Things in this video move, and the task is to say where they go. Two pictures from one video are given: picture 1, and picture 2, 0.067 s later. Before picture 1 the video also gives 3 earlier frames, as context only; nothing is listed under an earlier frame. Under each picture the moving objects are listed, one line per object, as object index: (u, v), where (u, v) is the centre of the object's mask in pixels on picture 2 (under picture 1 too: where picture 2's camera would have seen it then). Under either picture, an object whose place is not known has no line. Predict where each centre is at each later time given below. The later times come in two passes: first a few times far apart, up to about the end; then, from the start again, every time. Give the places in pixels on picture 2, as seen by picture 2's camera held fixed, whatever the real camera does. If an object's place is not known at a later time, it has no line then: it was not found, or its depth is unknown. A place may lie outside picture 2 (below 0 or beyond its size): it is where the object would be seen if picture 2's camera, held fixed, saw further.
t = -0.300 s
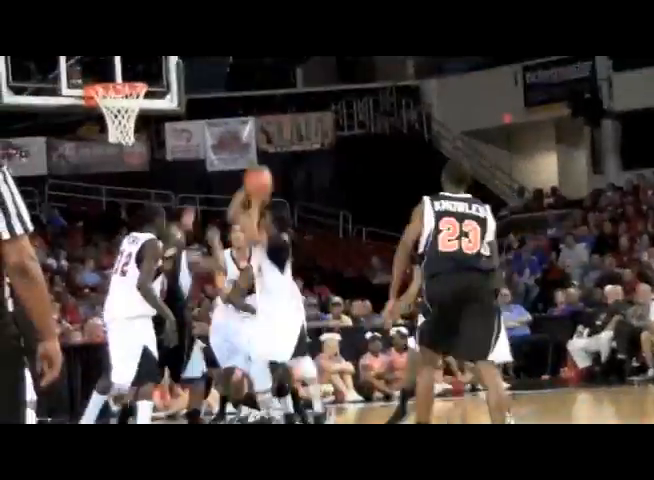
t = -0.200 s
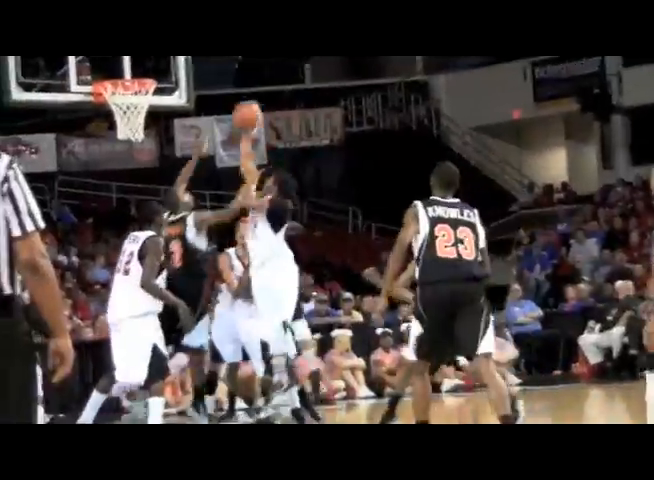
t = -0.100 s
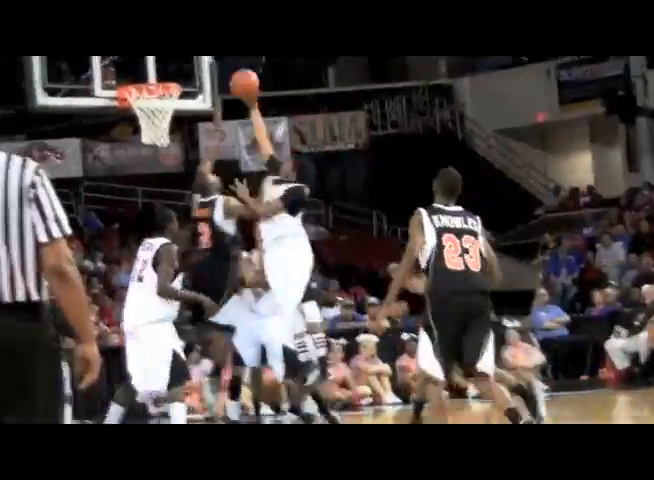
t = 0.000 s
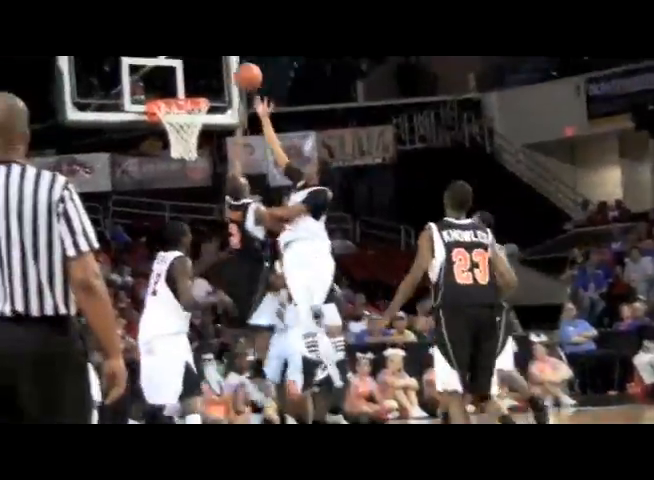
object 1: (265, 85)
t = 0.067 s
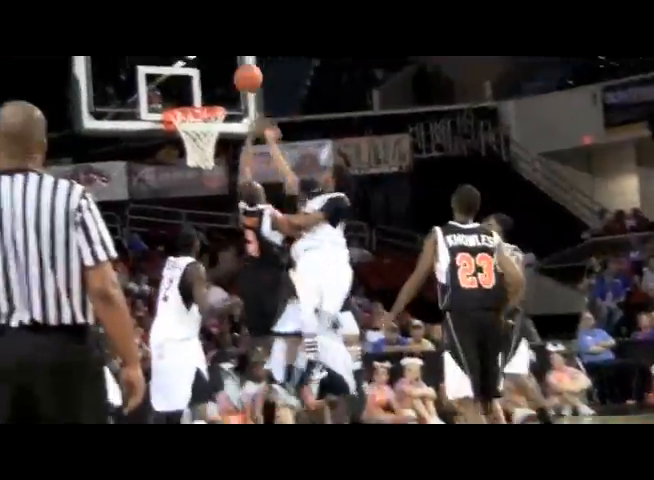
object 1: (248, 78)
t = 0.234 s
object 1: (212, 82)
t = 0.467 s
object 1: (205, 96)
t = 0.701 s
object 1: (207, 89)
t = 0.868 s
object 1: (211, 109)
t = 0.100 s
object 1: (240, 77)
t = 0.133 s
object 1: (232, 76)
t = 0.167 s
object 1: (227, 77)
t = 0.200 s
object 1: (219, 79)
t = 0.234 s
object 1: (212, 82)
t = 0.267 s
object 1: (204, 87)
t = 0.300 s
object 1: (198, 93)
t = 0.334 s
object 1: (191, 97)
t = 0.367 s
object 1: (187, 100)
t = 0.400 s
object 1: (192, 98)
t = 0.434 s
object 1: (198, 97)
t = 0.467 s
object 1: (205, 96)
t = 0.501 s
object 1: (209, 95)
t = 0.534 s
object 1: (208, 93)
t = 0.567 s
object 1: (208, 90)
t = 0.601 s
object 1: (208, 88)
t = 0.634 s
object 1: (208, 88)
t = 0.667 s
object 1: (207, 88)
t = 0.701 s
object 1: (207, 89)
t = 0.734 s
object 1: (207, 92)
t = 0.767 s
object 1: (207, 95)
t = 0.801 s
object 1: (207, 98)
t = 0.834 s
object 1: (208, 103)
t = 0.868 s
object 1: (211, 109)
